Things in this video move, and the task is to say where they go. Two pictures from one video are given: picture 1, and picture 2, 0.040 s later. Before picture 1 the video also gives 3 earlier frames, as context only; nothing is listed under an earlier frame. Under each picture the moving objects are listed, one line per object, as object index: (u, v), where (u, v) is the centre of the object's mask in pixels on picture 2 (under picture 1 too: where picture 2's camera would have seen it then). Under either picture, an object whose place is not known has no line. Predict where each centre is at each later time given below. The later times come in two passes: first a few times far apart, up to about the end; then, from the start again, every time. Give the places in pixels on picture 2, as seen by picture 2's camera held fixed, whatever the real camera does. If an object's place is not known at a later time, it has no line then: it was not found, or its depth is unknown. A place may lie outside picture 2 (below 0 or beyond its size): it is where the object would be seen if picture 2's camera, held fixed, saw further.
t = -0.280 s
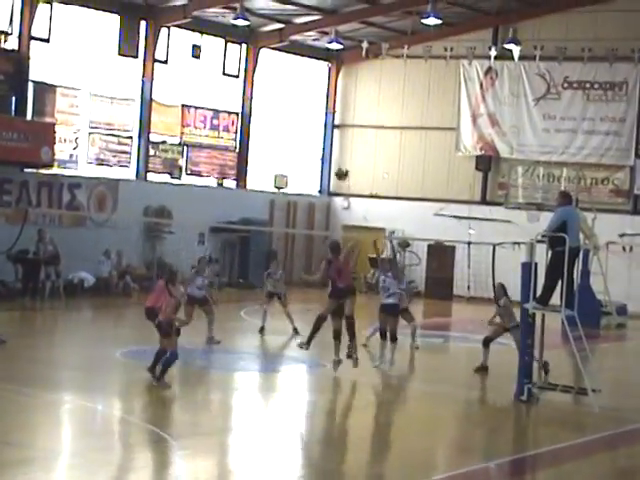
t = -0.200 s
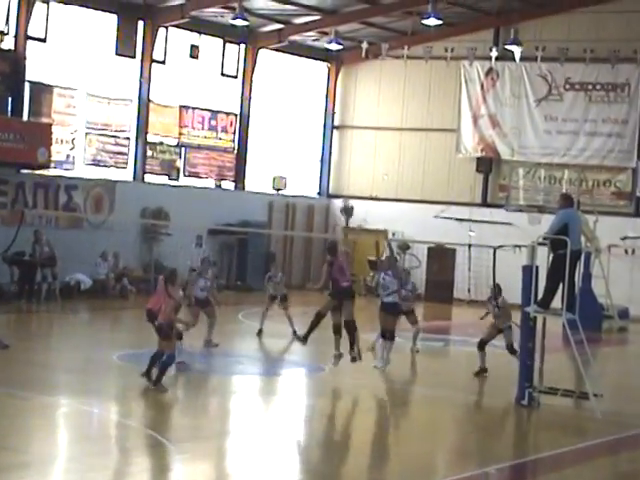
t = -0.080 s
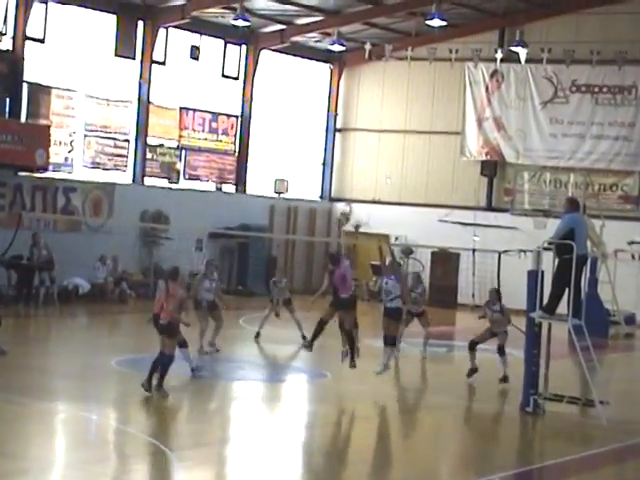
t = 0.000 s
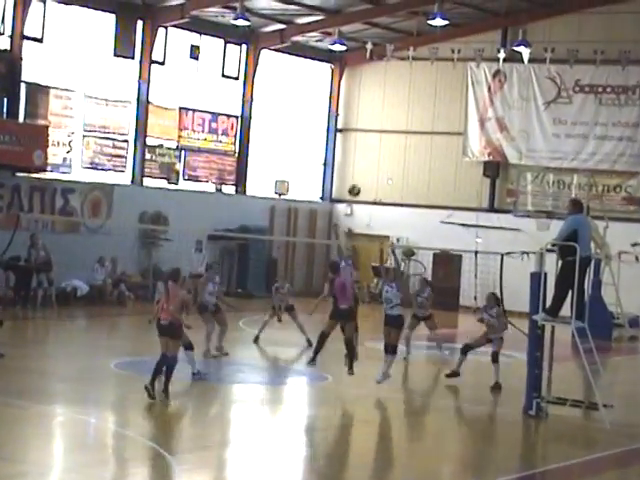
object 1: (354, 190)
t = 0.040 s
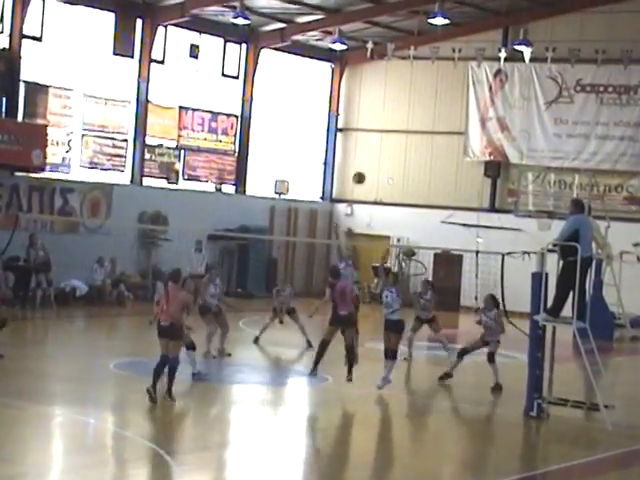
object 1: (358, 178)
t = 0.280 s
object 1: (383, 129)
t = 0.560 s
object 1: (402, 122)
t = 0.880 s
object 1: (411, 166)
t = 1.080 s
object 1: (413, 216)
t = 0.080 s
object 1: (363, 167)
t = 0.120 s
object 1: (367, 157)
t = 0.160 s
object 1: (371, 149)
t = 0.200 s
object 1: (375, 141)
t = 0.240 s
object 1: (379, 135)
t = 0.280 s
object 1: (383, 129)
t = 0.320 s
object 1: (386, 126)
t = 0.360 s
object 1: (389, 122)
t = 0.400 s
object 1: (392, 120)
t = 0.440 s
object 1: (395, 120)
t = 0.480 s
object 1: (397, 120)
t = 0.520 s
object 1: (399, 121)
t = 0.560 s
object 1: (402, 122)
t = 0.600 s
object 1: (403, 125)
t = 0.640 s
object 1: (405, 128)
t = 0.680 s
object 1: (406, 133)
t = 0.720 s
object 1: (408, 138)
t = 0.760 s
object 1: (408, 143)
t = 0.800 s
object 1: (409, 151)
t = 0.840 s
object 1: (410, 158)
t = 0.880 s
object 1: (411, 166)
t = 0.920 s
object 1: (411, 175)
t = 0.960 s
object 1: (412, 184)
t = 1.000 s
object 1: (412, 194)
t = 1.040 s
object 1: (413, 204)
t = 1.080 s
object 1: (413, 216)
